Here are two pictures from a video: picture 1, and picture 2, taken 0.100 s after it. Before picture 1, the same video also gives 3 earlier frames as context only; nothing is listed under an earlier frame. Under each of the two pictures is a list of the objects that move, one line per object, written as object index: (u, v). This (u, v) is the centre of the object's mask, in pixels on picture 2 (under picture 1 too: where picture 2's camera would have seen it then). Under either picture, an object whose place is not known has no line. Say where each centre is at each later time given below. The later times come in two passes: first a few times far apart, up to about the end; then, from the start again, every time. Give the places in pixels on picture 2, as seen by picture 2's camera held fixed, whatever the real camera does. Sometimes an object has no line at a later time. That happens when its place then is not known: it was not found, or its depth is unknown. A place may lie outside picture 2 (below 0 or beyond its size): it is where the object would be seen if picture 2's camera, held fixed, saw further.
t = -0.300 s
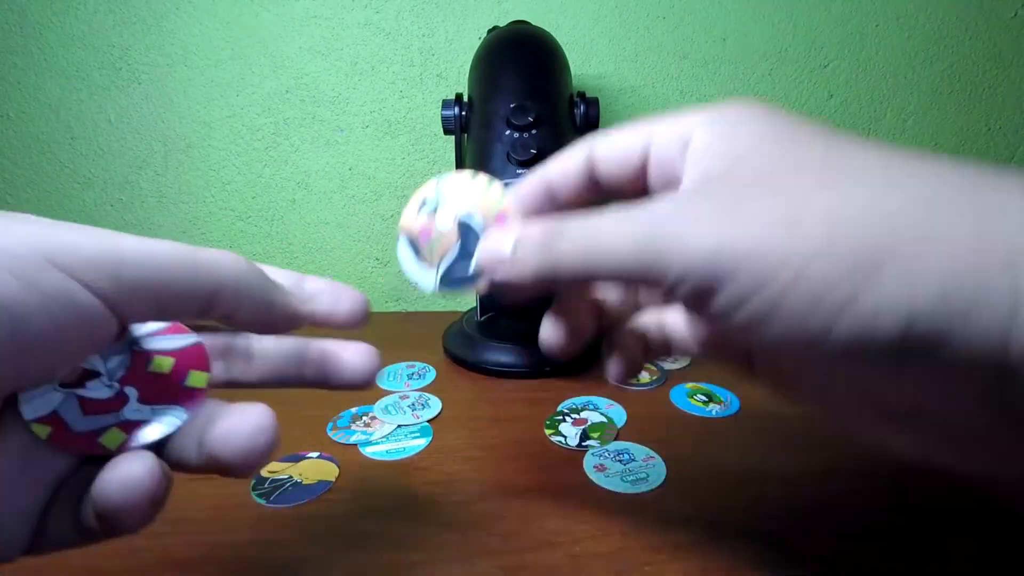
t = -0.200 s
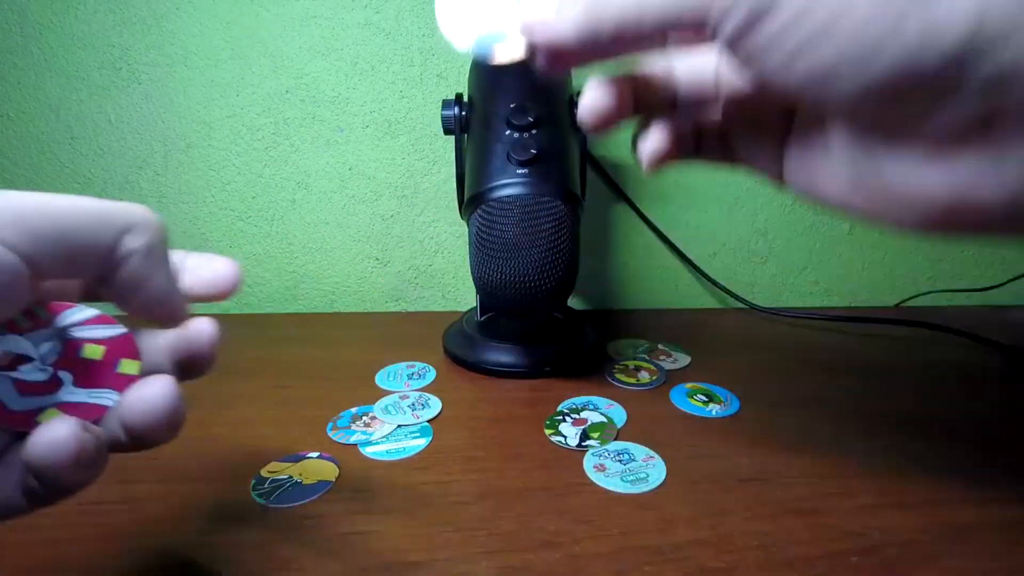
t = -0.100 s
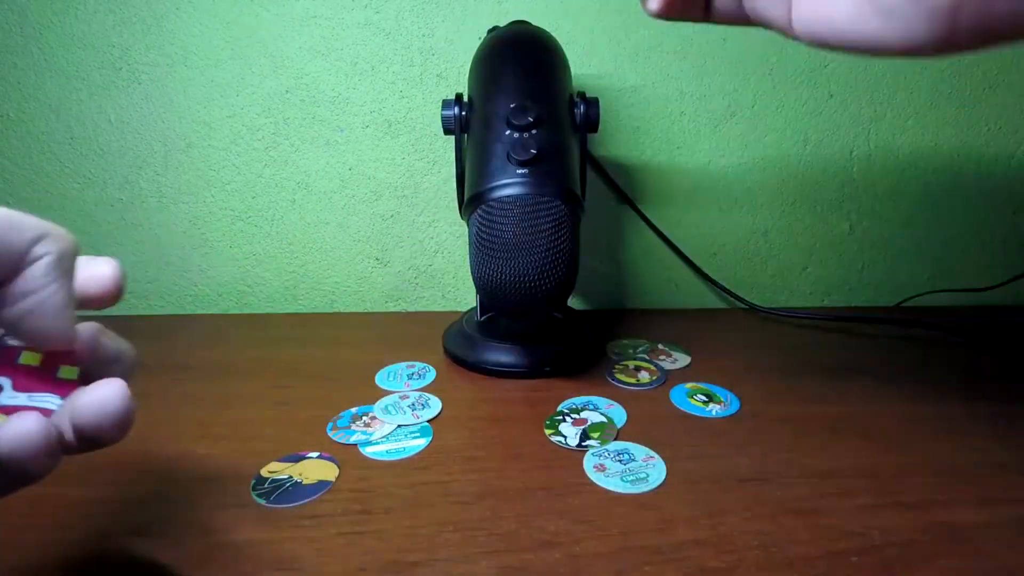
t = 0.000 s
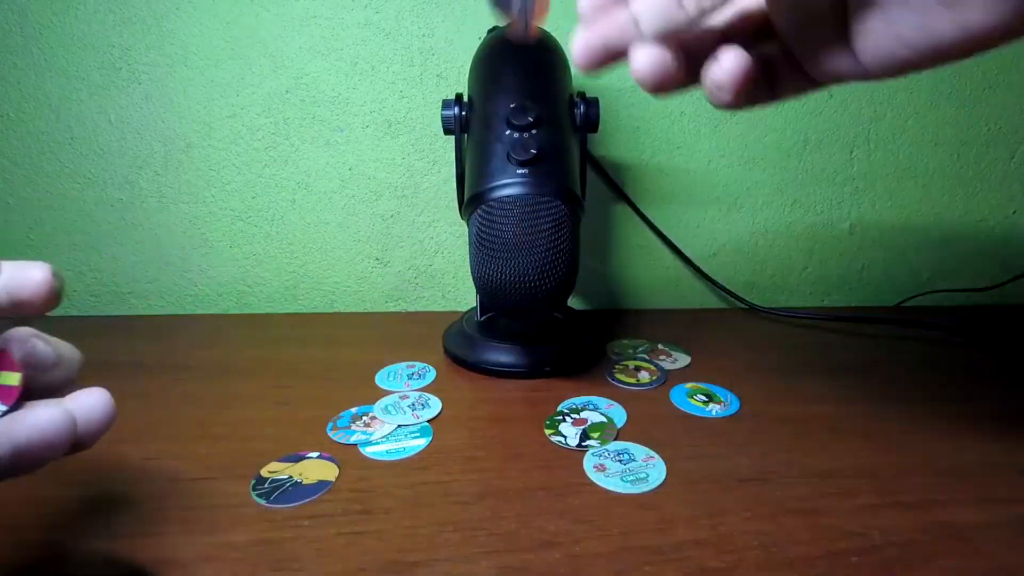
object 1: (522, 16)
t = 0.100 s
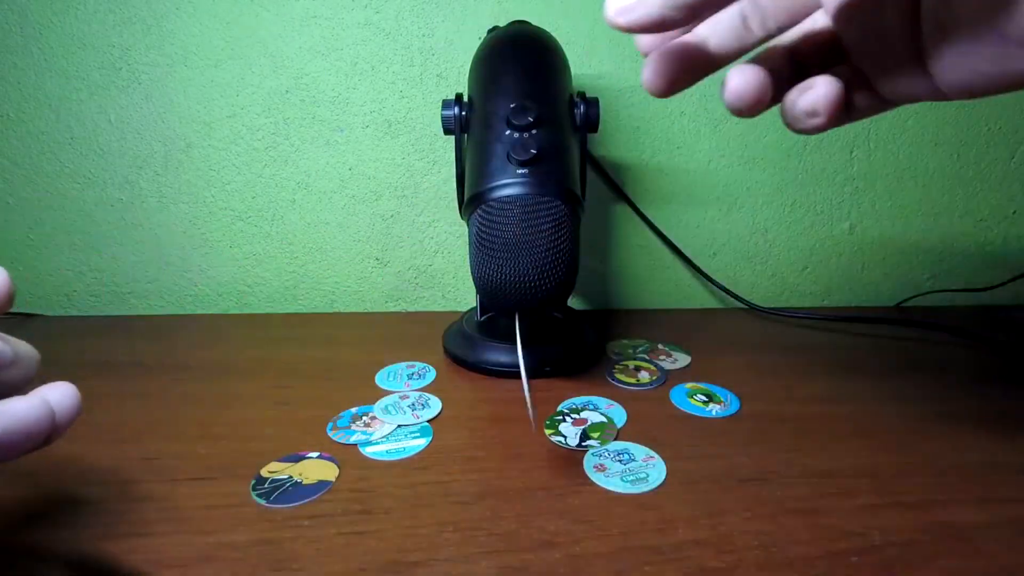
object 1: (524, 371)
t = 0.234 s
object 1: (514, 430)
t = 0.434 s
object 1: (508, 451)
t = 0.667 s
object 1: (507, 456)
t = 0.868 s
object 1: (505, 457)
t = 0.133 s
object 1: (526, 445)
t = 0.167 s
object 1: (523, 442)
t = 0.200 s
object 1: (518, 432)
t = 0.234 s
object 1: (514, 430)
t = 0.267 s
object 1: (506, 443)
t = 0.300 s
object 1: (508, 457)
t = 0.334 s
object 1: (507, 448)
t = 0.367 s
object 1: (508, 449)
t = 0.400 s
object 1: (509, 455)
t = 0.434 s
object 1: (508, 451)
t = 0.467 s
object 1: (507, 449)
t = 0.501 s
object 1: (504, 454)
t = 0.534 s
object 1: (504, 452)
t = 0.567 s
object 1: (504, 453)
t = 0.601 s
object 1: (505, 457)
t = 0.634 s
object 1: (506, 453)
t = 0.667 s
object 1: (507, 456)
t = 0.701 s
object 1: (507, 455)
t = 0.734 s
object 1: (507, 455)
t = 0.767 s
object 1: (506, 456)
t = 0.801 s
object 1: (505, 455)
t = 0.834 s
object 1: (505, 457)
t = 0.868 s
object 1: (505, 457)
